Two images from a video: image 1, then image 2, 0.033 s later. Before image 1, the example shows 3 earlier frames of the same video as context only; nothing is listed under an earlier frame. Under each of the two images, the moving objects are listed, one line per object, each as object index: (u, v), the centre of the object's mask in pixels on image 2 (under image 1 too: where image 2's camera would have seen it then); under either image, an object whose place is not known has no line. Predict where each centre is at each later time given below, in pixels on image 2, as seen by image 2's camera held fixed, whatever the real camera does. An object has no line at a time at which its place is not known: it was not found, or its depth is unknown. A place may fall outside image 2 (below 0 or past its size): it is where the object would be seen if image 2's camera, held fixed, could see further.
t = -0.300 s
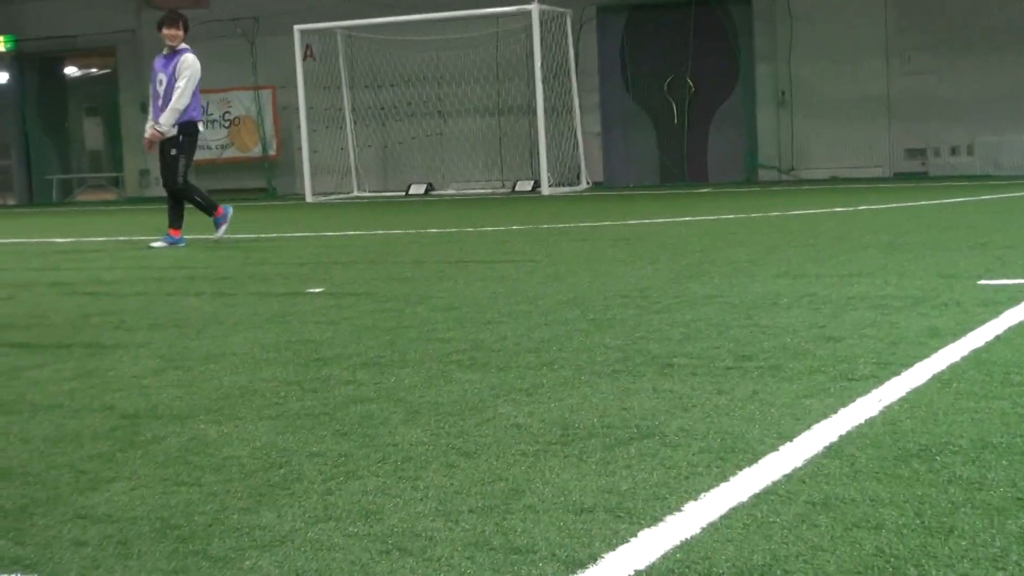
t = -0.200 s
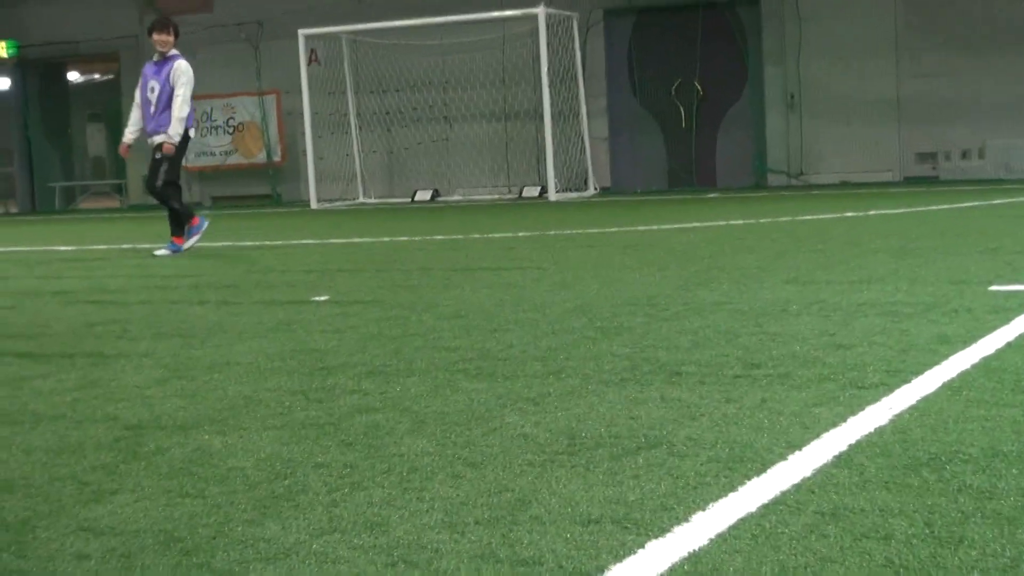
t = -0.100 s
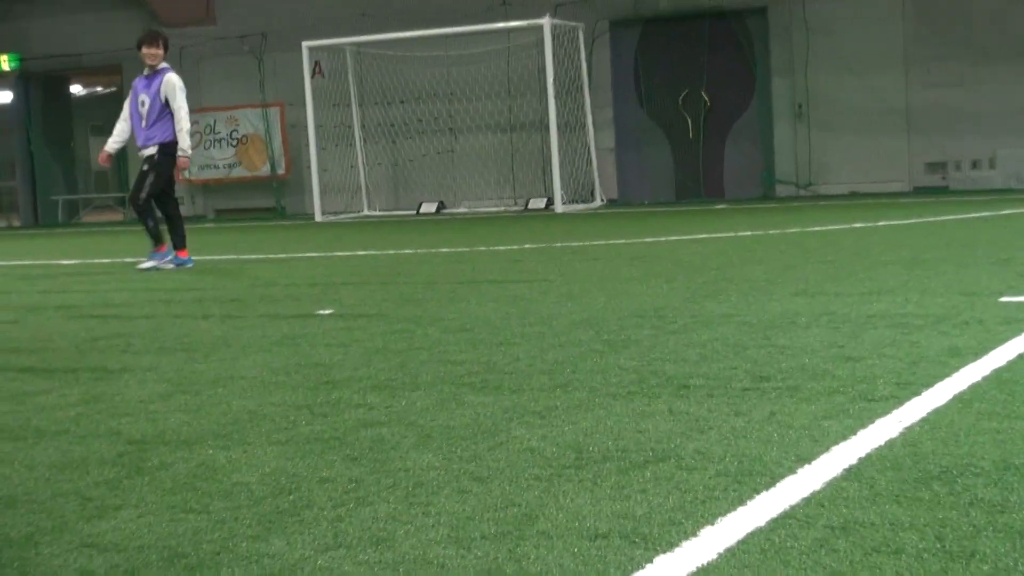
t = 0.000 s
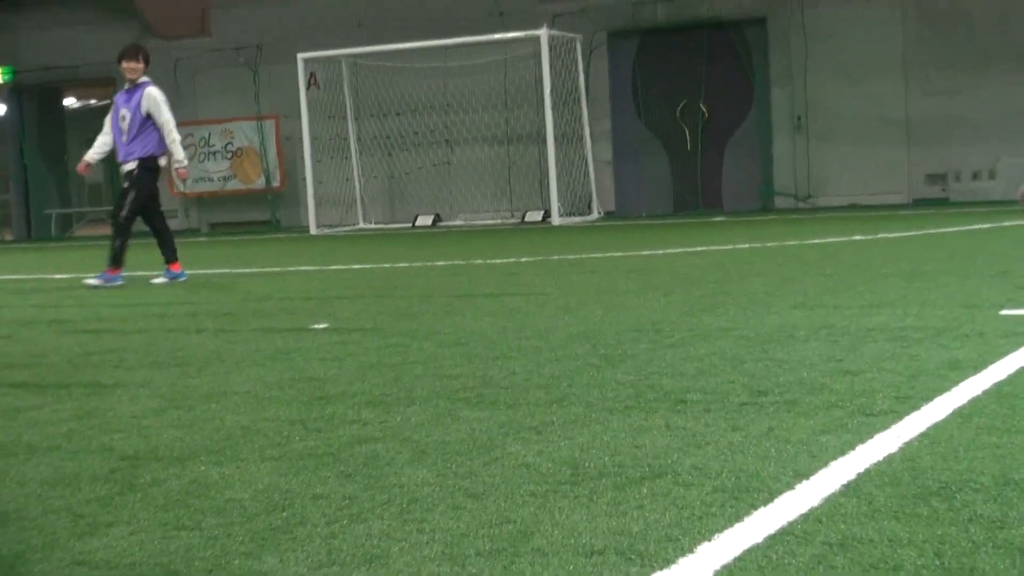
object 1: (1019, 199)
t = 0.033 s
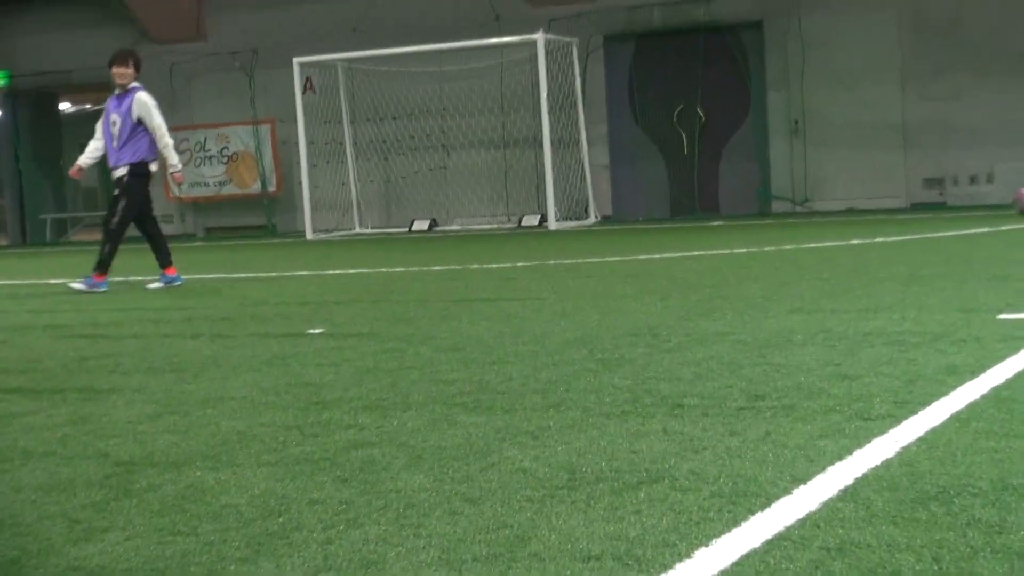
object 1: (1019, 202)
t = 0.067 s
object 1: (1020, 199)
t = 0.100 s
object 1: (1019, 201)
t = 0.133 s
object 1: (1019, 210)
